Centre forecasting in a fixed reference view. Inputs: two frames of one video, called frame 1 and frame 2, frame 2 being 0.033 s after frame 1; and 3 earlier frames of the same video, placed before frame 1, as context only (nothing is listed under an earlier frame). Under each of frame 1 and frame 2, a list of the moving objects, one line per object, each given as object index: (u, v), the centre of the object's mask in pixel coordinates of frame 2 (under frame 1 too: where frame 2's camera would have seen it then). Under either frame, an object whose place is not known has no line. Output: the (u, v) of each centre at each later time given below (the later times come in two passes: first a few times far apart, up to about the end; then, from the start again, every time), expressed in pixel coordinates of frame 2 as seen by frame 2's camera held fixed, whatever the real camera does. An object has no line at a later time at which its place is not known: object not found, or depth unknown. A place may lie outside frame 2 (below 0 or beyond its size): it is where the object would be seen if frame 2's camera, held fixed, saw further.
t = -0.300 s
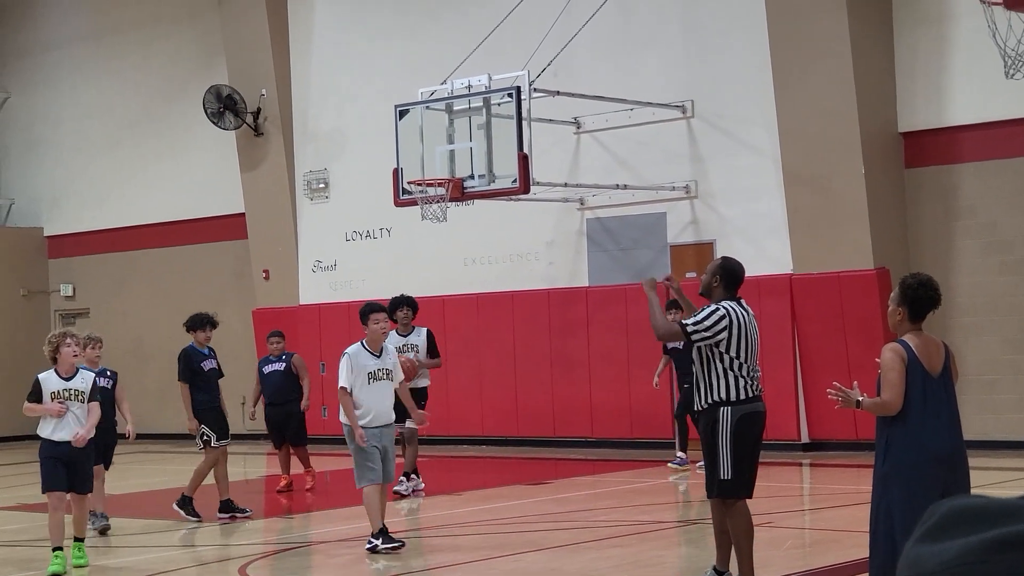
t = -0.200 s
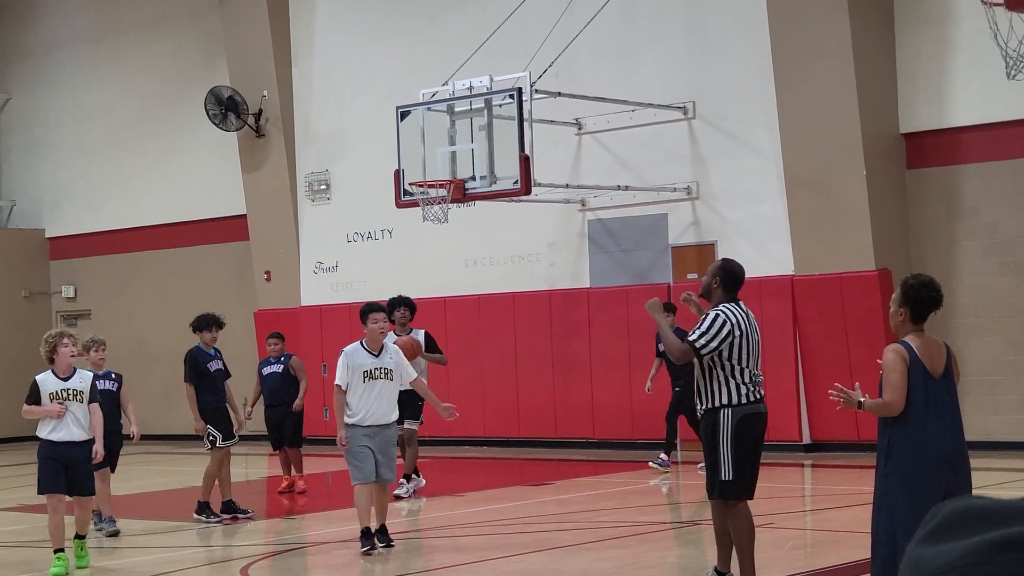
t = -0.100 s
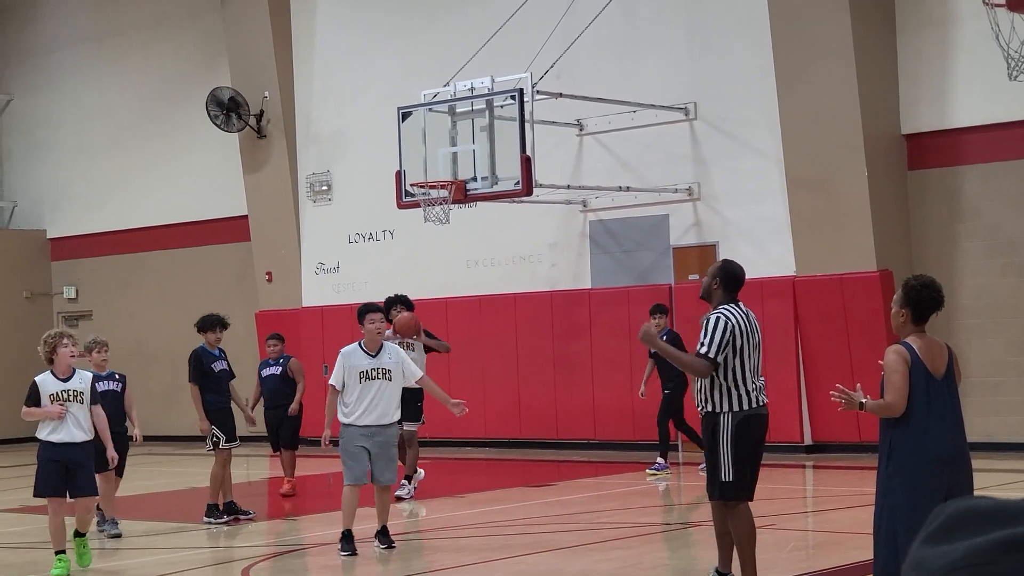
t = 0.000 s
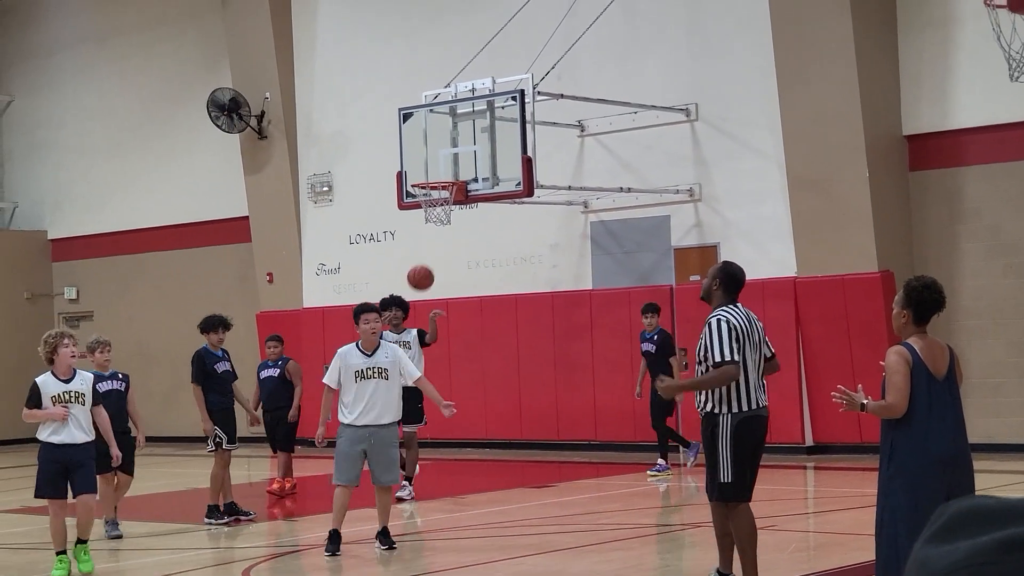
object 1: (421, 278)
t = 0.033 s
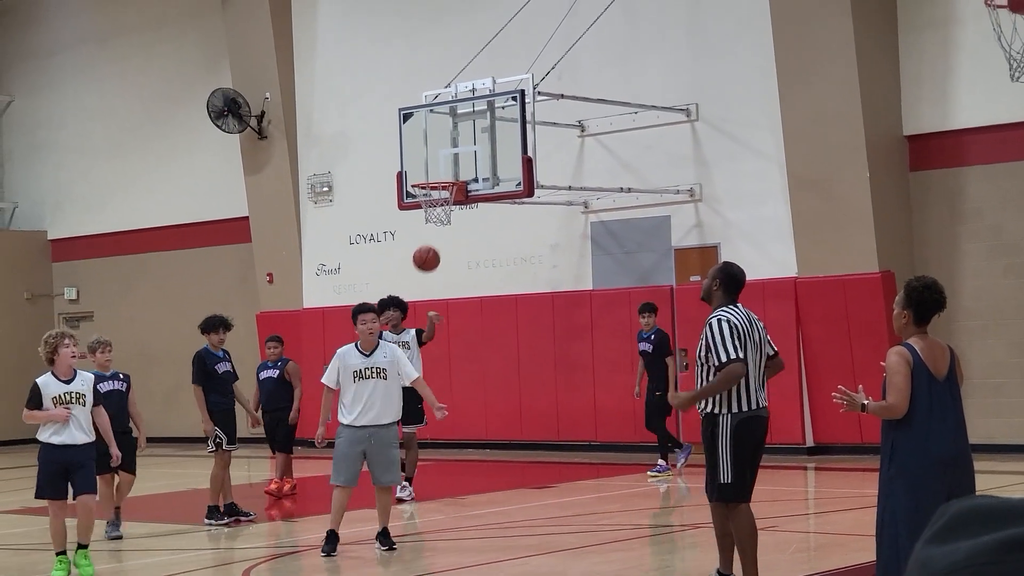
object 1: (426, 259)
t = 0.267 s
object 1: (472, 147)
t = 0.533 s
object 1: (537, 82)
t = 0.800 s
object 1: (623, 108)
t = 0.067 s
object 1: (432, 240)
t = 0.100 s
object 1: (438, 222)
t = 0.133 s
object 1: (445, 206)
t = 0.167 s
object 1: (452, 189)
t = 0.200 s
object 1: (457, 174)
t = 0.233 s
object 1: (464, 160)
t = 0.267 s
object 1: (472, 147)
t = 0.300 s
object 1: (479, 135)
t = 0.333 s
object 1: (486, 124)
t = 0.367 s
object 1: (494, 114)
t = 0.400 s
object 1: (502, 105)
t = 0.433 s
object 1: (510, 97)
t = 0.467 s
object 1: (519, 91)
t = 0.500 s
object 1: (528, 86)
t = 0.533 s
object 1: (537, 82)
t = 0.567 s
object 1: (547, 80)
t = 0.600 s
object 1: (557, 79)
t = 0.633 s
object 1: (567, 80)
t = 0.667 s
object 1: (577, 82)
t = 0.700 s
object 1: (588, 86)
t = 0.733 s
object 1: (599, 91)
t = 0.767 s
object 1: (611, 98)
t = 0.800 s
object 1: (623, 108)
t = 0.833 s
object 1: (635, 119)
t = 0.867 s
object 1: (648, 133)
